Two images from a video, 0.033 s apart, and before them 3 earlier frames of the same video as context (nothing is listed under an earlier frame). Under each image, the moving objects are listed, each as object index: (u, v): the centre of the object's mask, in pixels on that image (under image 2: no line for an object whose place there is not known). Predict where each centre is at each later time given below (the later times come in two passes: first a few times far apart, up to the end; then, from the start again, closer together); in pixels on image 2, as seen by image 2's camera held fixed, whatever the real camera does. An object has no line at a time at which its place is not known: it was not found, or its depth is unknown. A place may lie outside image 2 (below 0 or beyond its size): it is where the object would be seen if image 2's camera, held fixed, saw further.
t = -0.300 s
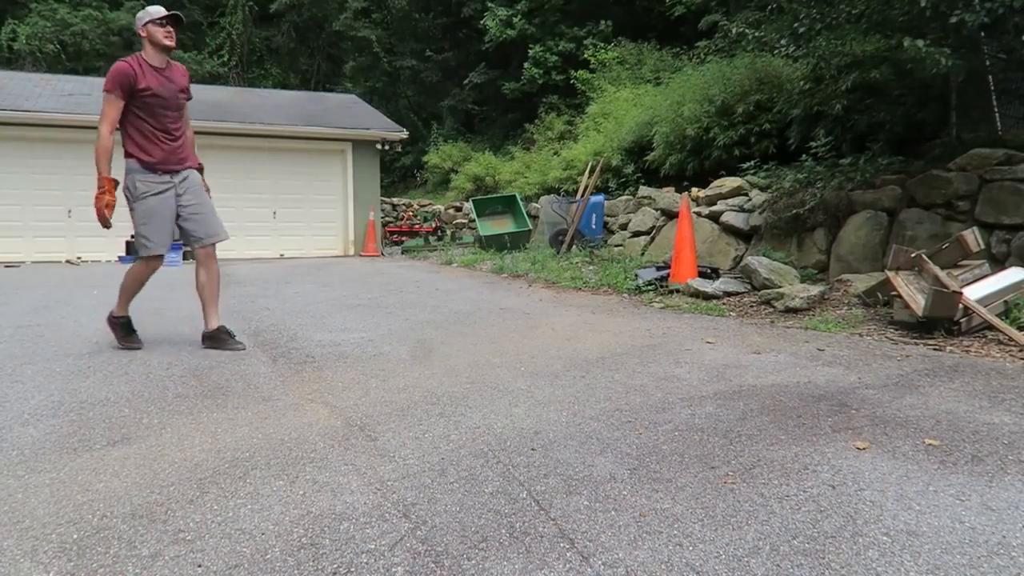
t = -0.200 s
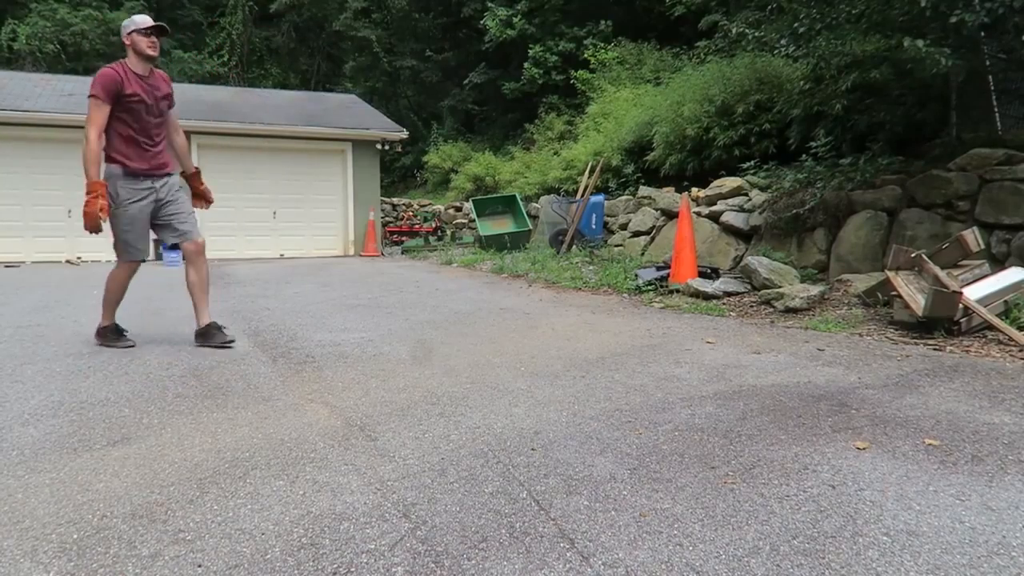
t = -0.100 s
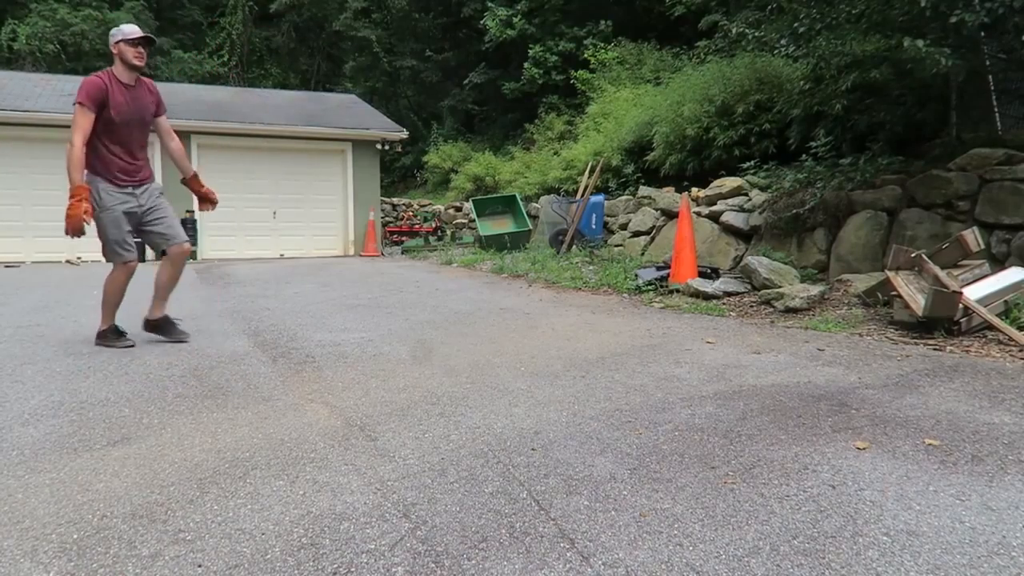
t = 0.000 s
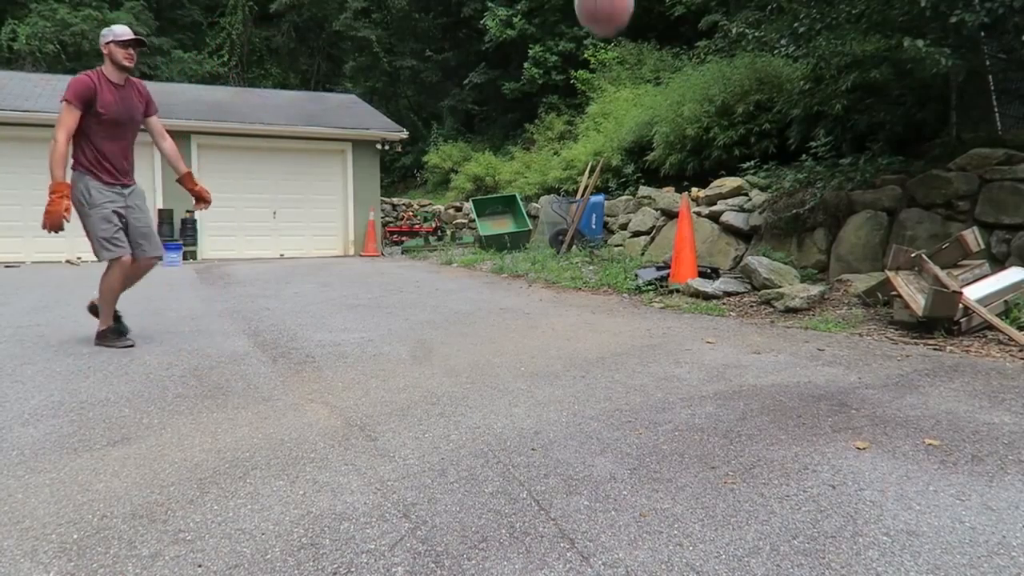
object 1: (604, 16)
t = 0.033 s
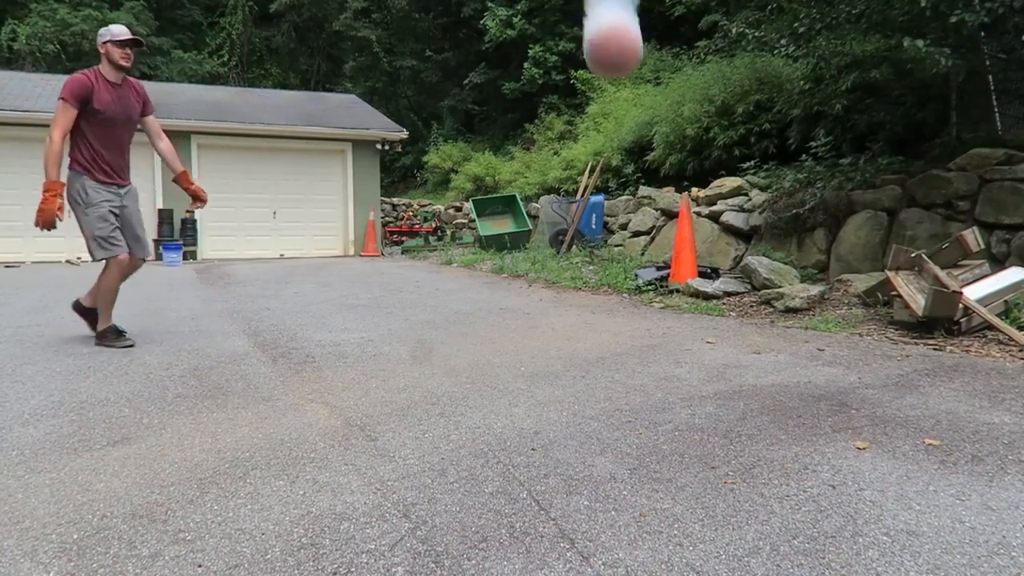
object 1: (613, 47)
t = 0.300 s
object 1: (674, 332)
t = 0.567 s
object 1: (713, 293)
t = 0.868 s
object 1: (763, 333)
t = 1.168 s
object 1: (821, 369)
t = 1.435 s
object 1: (870, 357)
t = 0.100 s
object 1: (631, 150)
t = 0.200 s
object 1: (658, 327)
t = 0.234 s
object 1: (662, 370)
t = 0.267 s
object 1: (669, 347)
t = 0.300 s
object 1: (674, 332)
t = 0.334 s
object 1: (679, 318)
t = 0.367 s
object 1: (684, 306)
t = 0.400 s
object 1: (689, 297)
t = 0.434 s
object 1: (693, 291)
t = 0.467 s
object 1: (698, 288)
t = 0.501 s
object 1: (702, 286)
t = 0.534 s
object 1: (708, 289)
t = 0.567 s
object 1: (713, 293)
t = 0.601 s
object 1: (718, 301)
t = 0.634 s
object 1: (723, 312)
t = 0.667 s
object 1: (729, 325)
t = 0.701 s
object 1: (734, 342)
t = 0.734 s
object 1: (738, 361)
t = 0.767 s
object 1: (744, 374)
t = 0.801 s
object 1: (750, 357)
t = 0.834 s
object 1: (756, 344)
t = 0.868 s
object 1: (763, 333)
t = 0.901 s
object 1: (769, 326)
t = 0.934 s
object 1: (775, 321)
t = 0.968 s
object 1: (781, 319)
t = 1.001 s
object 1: (787, 320)
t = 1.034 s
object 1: (793, 323)
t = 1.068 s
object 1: (801, 330)
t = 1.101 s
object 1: (807, 339)
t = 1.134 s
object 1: (814, 353)
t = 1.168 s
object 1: (821, 369)
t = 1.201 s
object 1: (828, 381)
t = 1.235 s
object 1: (834, 368)
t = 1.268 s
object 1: (840, 360)
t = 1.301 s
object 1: (846, 353)
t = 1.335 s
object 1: (851, 350)
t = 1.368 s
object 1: (858, 349)
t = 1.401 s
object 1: (864, 352)
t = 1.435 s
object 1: (870, 357)
